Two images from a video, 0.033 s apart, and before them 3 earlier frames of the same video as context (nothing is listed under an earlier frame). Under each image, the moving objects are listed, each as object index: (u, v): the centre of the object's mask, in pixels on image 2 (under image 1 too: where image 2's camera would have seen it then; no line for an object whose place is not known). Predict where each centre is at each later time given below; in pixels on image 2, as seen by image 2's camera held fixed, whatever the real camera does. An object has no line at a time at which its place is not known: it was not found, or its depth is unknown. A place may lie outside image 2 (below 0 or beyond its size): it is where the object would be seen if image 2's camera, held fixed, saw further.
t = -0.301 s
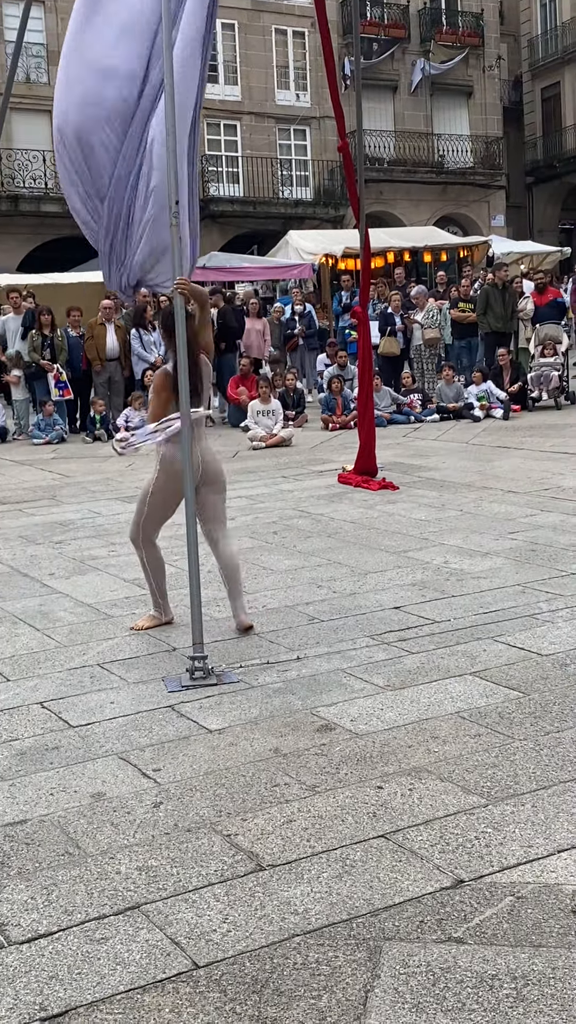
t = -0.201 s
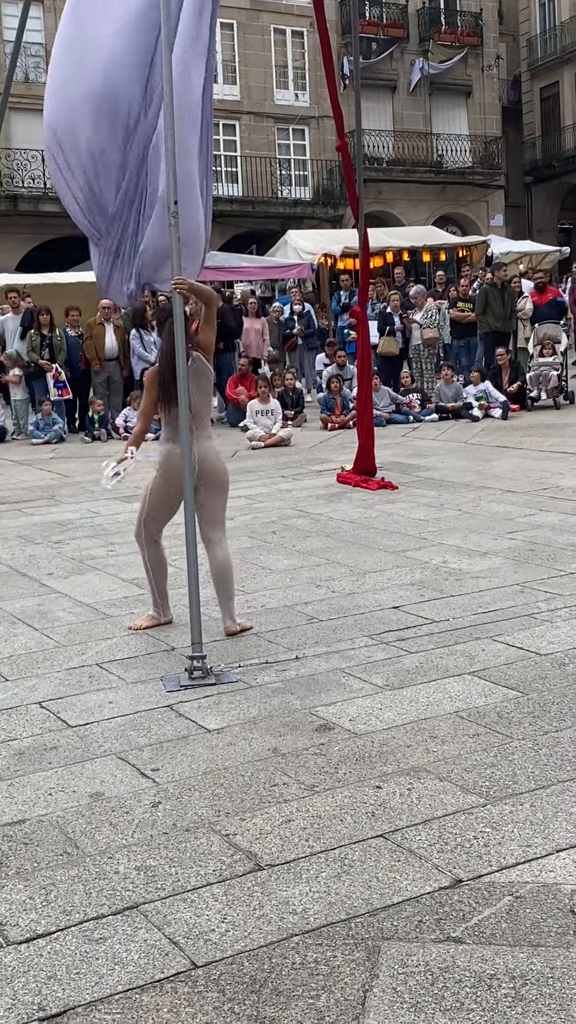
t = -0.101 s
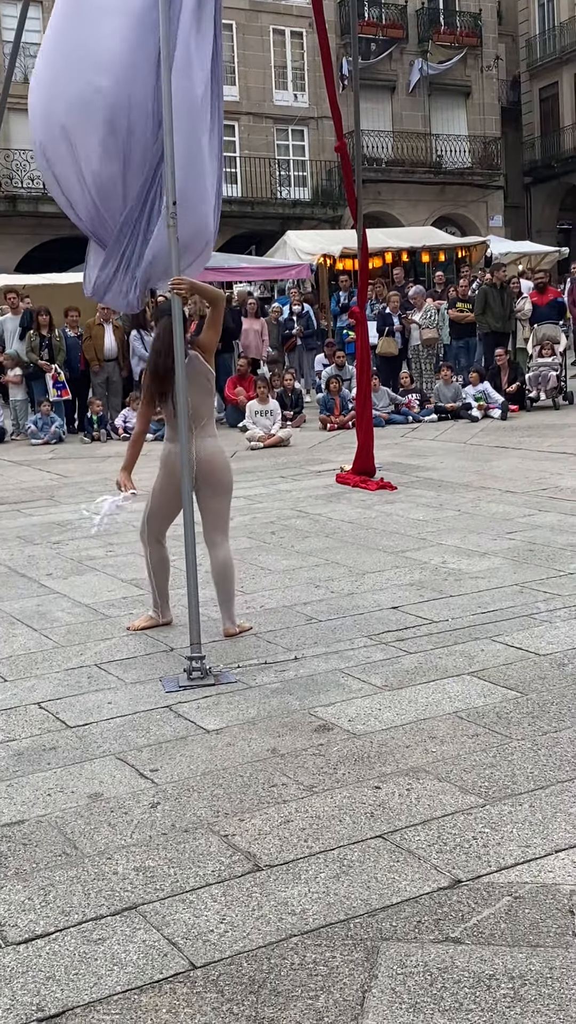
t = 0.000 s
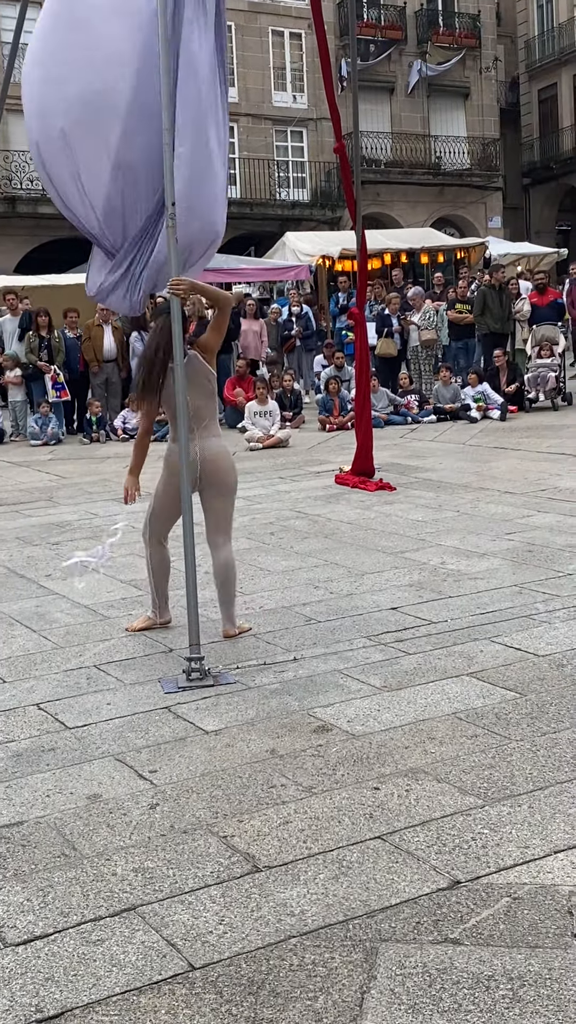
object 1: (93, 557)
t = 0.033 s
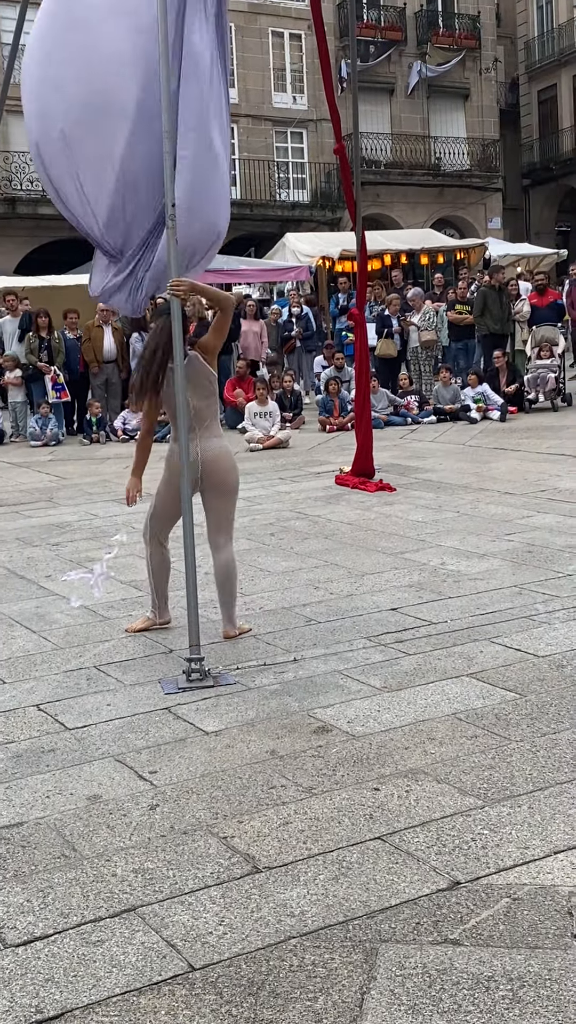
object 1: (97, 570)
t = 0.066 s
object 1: (89, 589)
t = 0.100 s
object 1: (86, 608)
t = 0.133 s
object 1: (87, 627)
